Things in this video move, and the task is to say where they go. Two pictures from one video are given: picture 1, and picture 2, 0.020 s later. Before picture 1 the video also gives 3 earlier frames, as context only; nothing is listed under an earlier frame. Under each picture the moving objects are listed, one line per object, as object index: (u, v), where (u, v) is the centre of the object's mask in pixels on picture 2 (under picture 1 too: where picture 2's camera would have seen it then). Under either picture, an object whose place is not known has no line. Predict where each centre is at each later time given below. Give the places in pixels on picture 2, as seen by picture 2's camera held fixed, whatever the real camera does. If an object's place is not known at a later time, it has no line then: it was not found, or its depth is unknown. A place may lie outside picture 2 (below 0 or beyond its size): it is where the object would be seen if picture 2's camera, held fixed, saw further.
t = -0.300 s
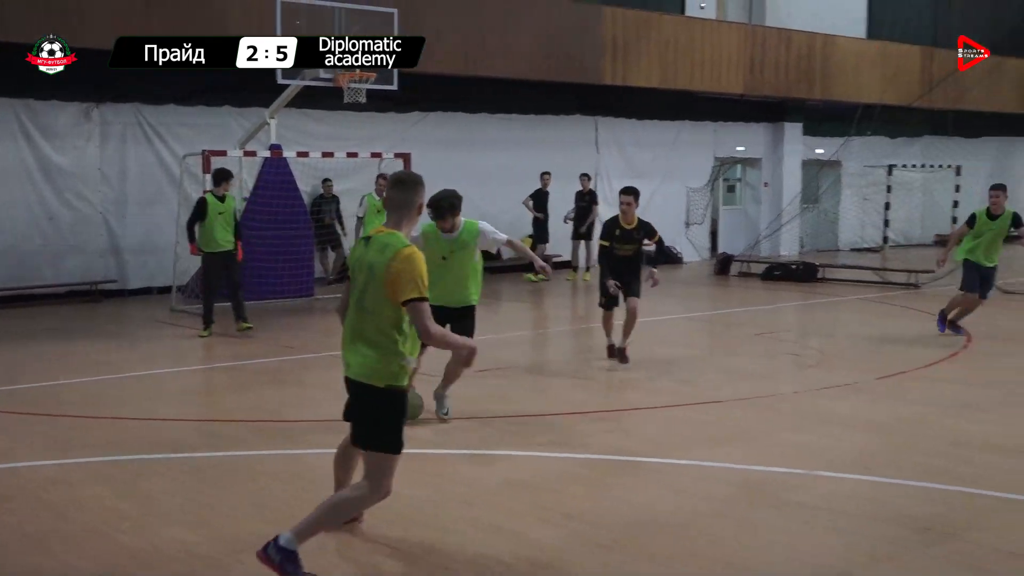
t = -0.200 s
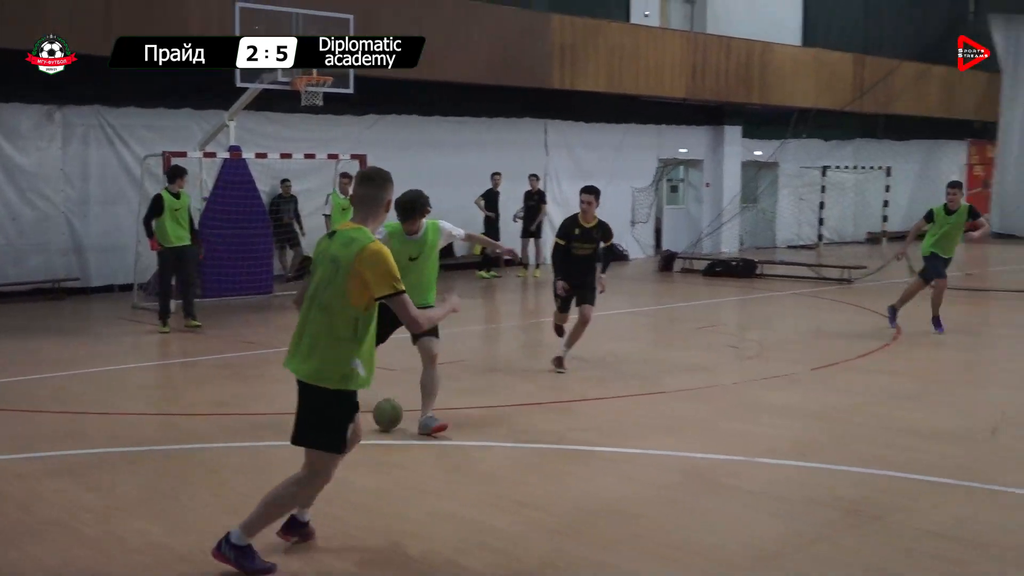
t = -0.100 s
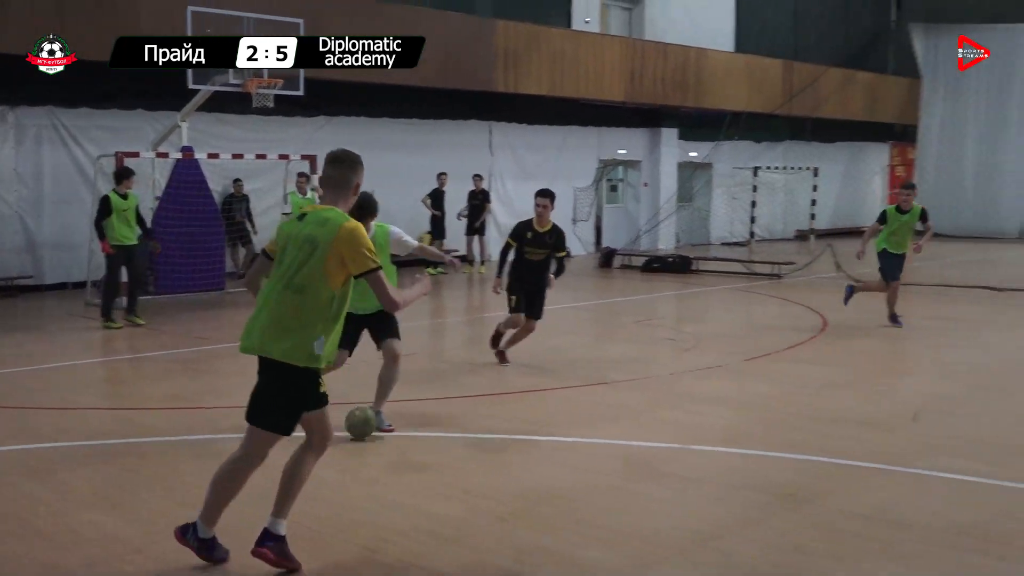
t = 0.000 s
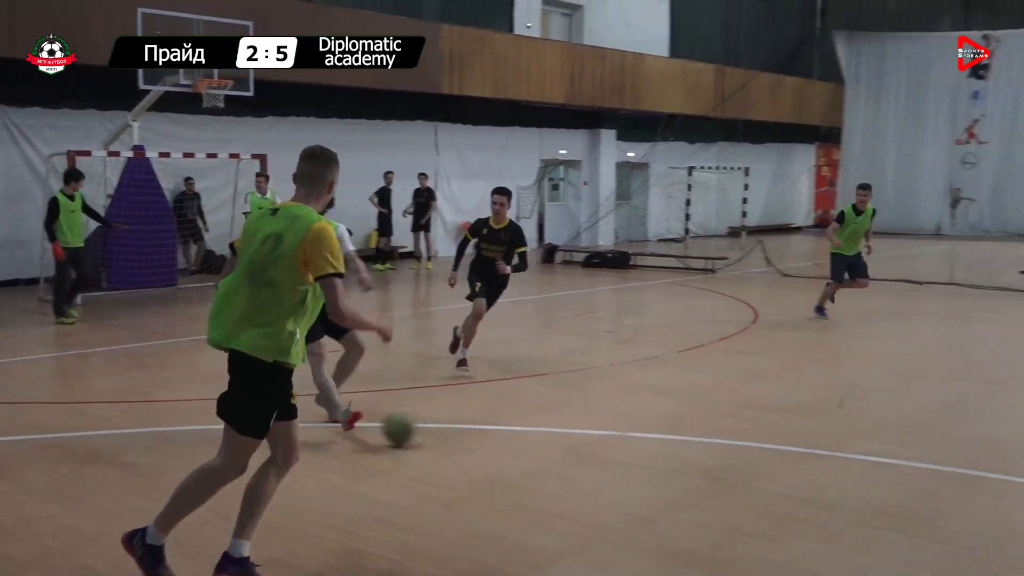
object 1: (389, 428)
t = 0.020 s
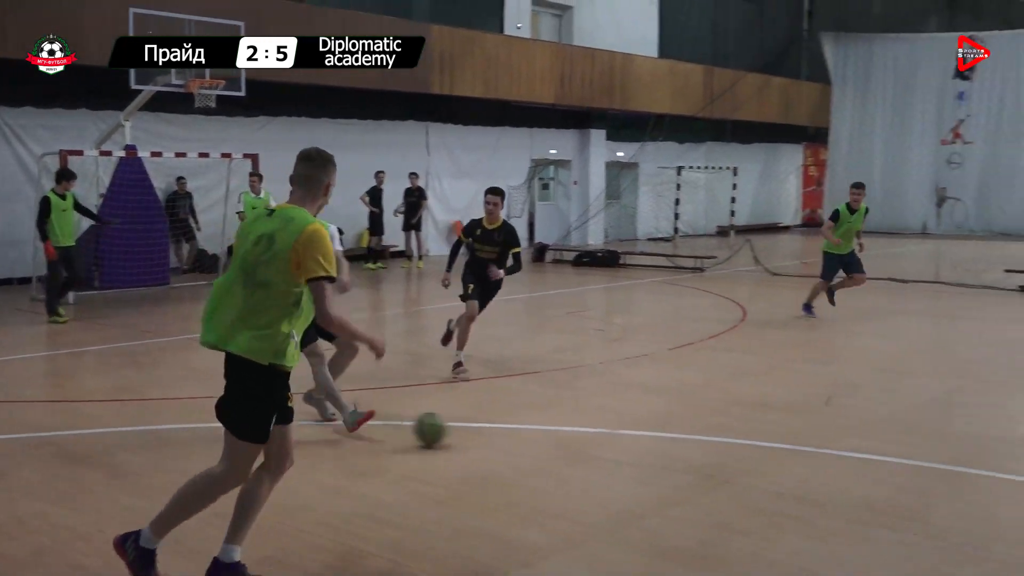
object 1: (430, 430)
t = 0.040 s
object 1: (469, 434)
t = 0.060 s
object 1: (511, 438)
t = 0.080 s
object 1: (551, 440)
